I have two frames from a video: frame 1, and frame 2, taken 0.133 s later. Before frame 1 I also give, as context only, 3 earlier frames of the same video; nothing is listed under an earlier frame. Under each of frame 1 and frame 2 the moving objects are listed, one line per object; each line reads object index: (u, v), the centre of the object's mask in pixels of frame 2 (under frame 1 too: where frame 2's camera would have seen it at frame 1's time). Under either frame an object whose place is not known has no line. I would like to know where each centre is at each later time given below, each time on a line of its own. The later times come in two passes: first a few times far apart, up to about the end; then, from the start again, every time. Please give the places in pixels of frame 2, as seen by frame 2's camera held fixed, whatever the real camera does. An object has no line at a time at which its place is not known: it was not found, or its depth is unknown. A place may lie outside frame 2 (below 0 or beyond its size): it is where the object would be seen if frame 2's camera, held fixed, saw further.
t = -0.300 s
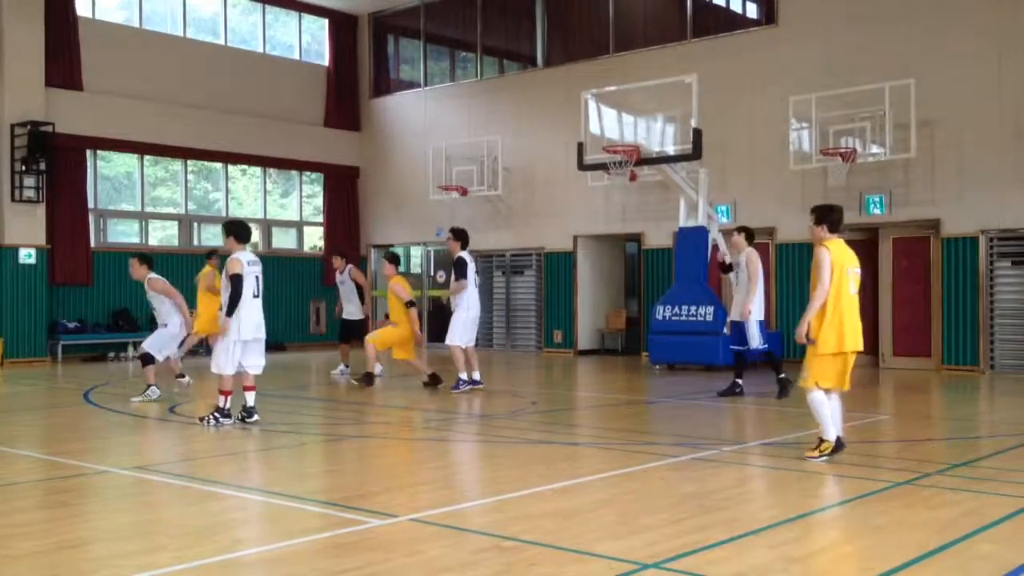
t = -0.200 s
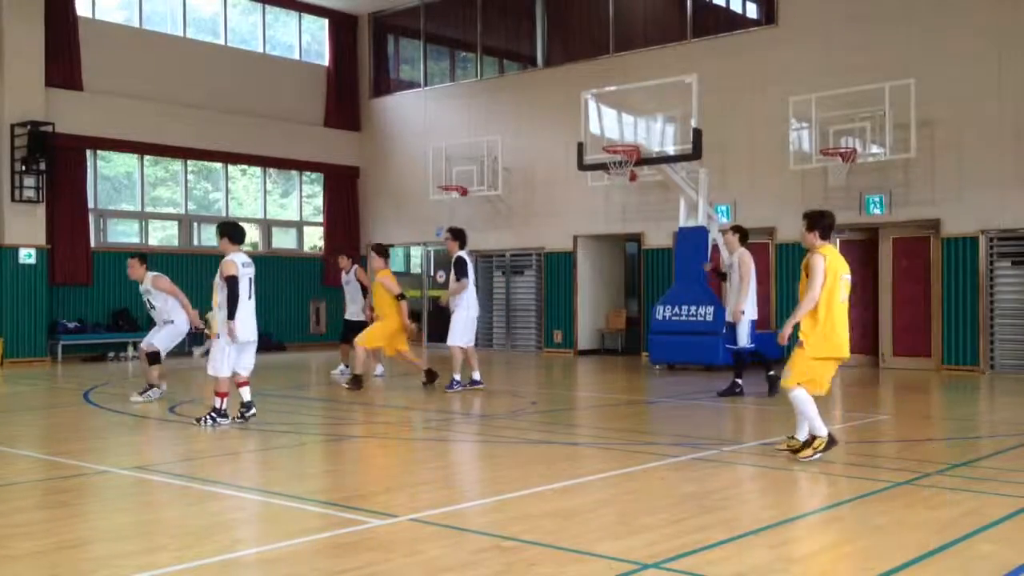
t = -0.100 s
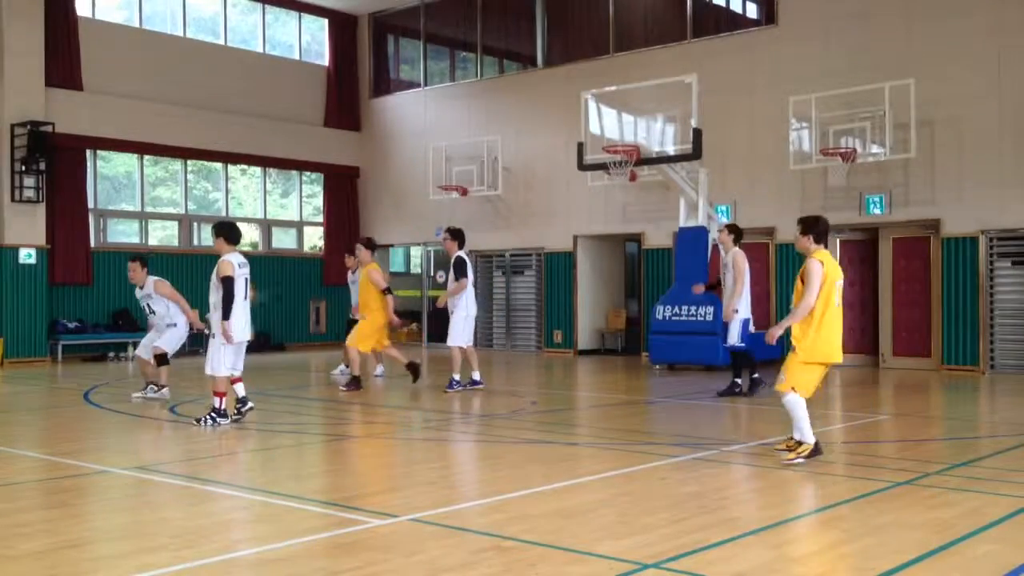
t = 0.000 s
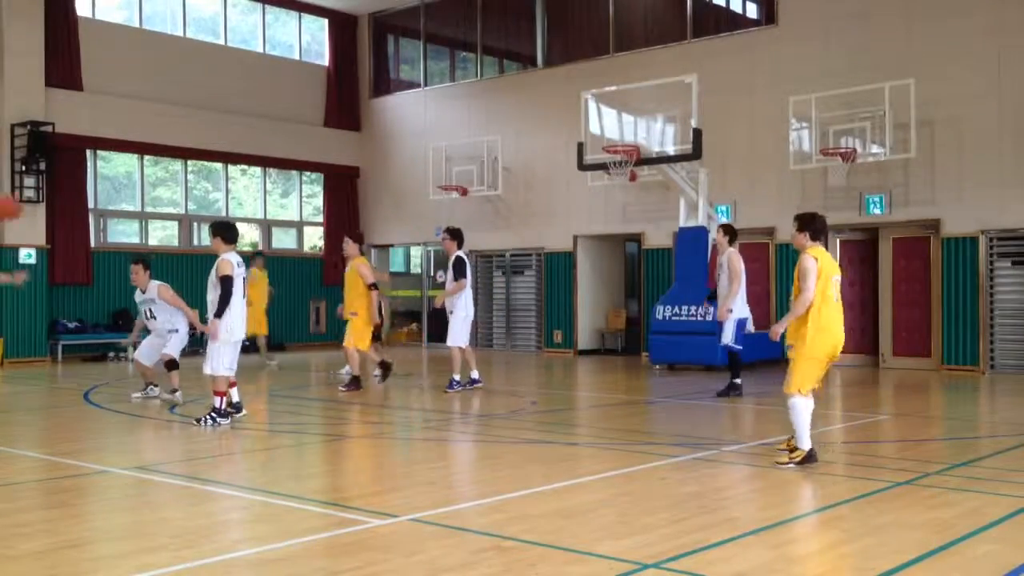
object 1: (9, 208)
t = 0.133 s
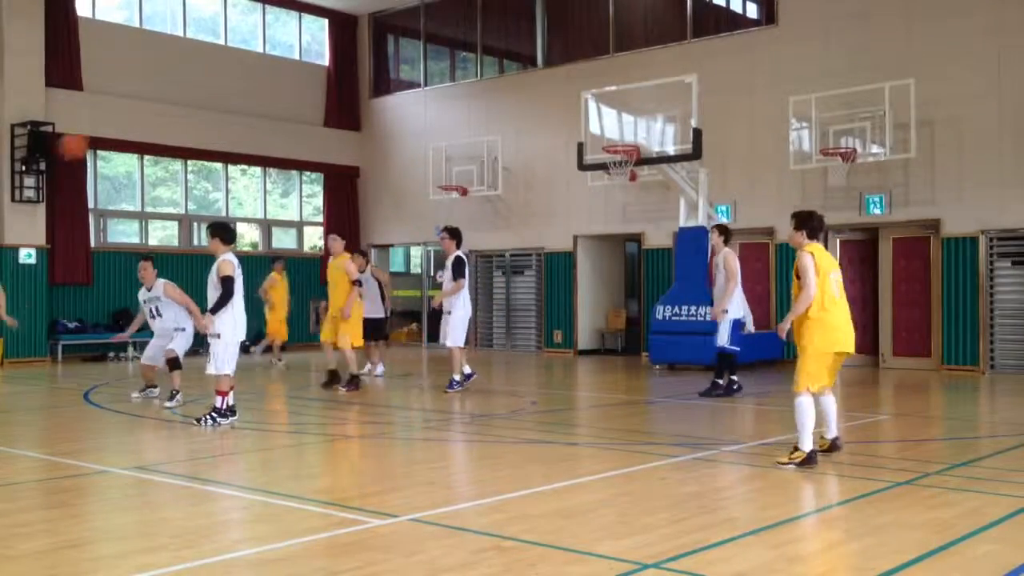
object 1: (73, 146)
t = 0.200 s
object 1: (109, 121)
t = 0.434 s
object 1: (241, 64)
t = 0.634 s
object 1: (369, 56)
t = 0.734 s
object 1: (440, 72)
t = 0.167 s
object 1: (90, 134)
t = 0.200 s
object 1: (109, 121)
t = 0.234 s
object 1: (127, 109)
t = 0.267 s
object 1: (145, 99)
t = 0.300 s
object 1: (165, 90)
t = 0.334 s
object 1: (182, 81)
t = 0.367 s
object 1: (202, 74)
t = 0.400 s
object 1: (222, 68)
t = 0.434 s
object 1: (241, 64)
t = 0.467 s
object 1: (262, 59)
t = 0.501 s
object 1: (282, 56)
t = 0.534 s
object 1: (304, 55)
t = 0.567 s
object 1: (327, 55)
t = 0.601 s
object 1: (346, 54)
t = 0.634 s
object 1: (369, 56)
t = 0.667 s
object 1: (392, 61)
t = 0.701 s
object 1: (415, 65)
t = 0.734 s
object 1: (440, 72)
